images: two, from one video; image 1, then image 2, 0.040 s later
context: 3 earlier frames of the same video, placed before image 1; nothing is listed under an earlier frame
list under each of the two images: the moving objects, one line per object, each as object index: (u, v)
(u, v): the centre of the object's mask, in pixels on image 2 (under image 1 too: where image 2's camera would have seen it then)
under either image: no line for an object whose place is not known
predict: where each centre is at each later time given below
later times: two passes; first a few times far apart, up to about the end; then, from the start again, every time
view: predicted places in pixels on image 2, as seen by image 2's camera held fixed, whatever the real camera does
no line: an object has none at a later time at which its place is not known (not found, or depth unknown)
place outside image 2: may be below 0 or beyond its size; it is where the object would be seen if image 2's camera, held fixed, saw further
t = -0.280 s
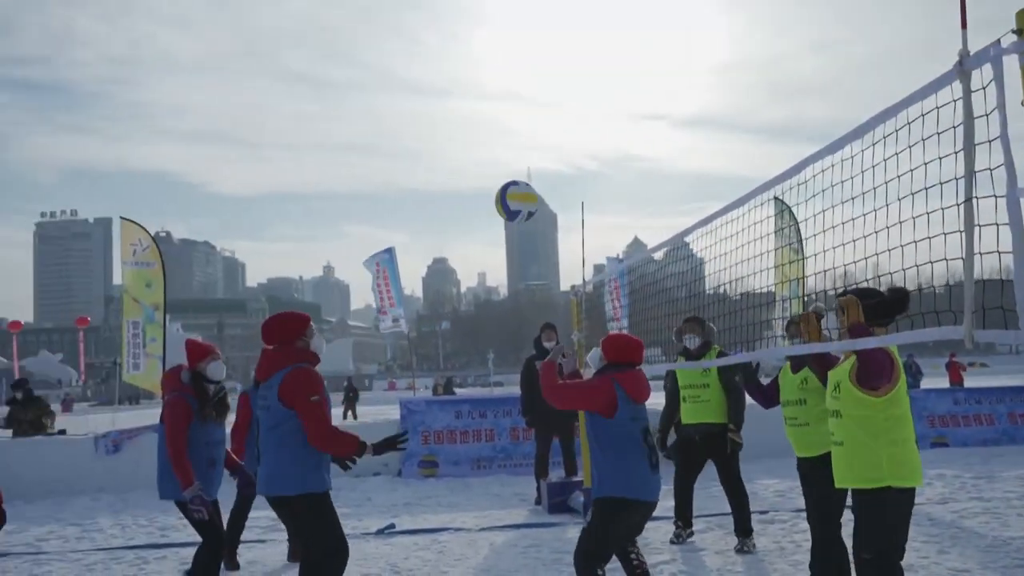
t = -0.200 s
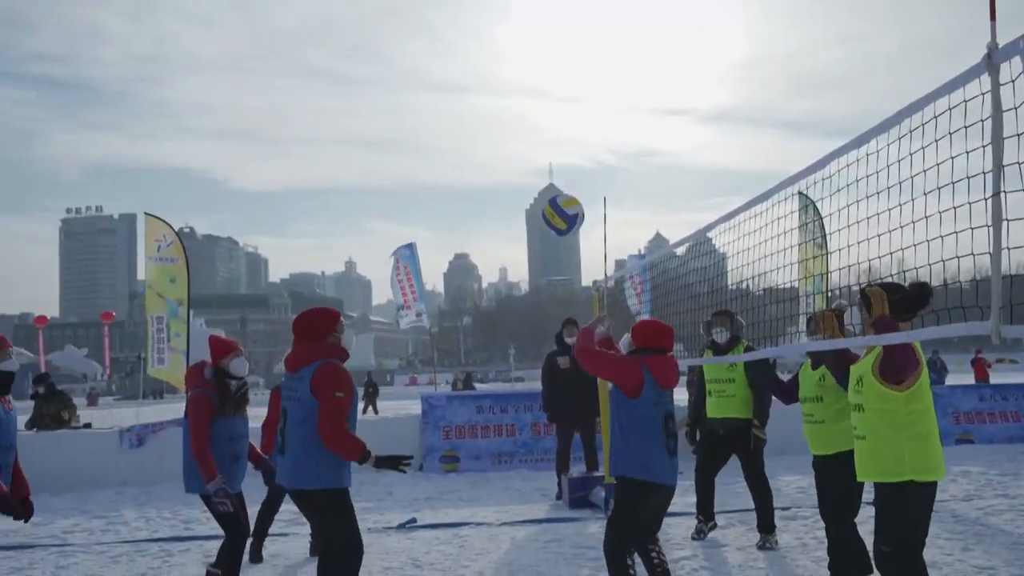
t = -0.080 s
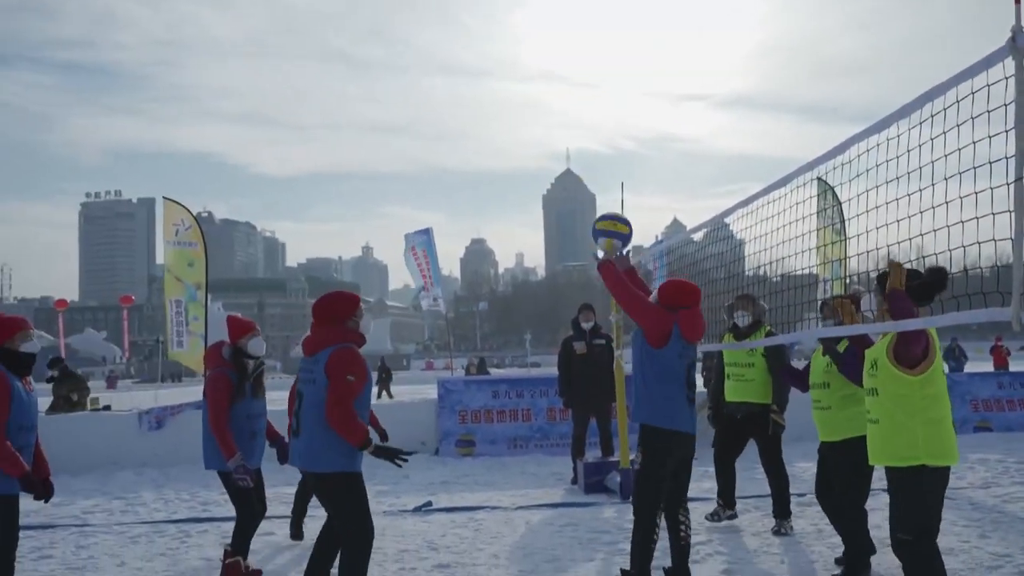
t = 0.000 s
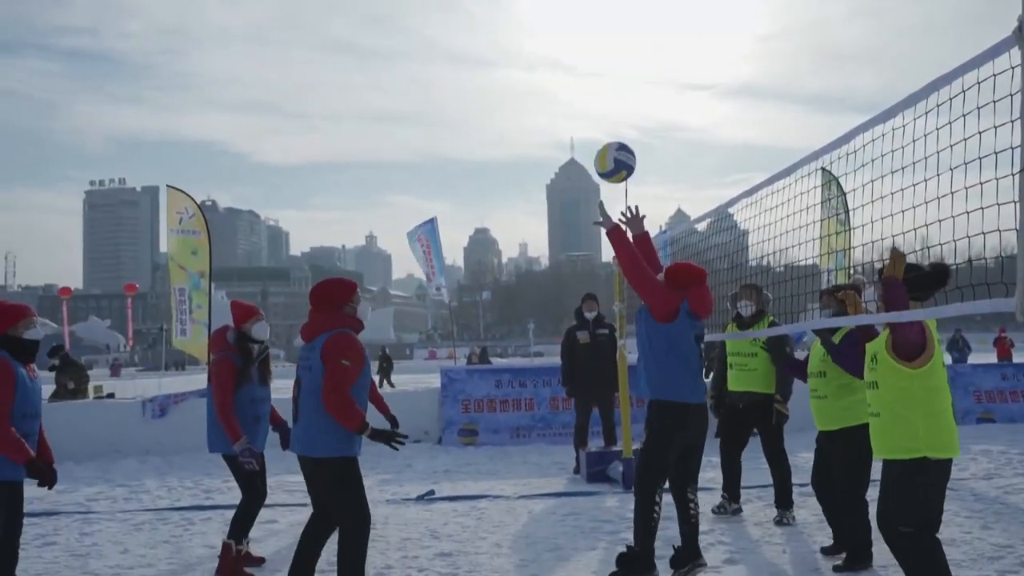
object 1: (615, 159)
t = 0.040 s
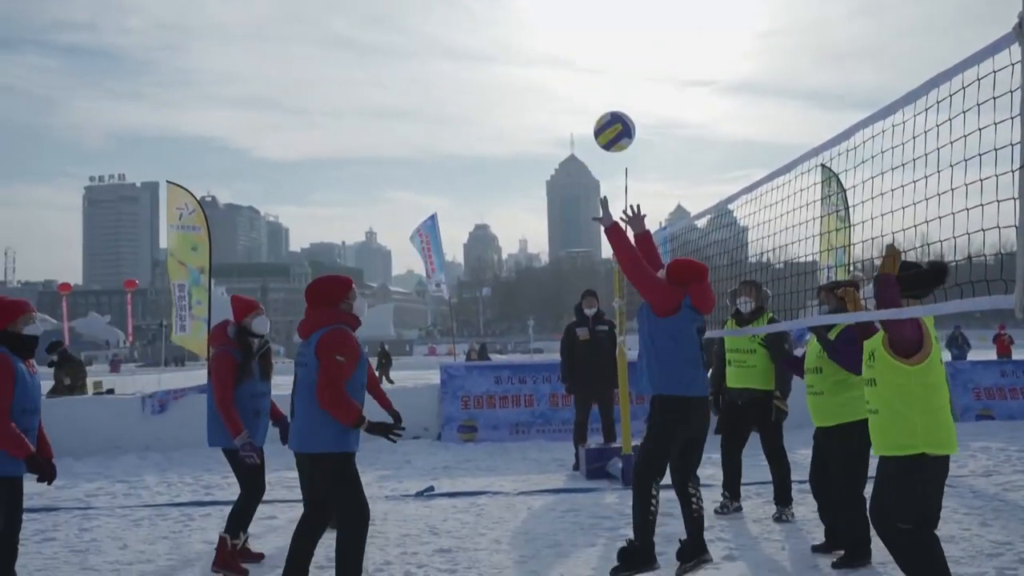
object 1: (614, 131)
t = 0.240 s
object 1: (609, 37)
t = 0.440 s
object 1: (598, 17)
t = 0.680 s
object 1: (585, 63)
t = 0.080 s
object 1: (614, 107)
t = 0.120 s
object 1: (613, 85)
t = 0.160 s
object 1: (612, 67)
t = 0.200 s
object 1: (610, 50)
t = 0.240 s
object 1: (609, 37)
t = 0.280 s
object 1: (607, 27)
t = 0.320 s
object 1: (604, 21)
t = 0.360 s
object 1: (603, 18)
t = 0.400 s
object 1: (600, 17)
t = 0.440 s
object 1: (598, 17)
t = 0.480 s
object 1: (596, 18)
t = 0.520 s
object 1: (594, 20)
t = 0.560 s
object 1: (592, 26)
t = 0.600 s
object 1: (589, 36)
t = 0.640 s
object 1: (587, 49)
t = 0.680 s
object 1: (585, 63)
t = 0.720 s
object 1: (582, 80)
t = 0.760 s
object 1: (580, 100)
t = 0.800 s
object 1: (578, 123)
